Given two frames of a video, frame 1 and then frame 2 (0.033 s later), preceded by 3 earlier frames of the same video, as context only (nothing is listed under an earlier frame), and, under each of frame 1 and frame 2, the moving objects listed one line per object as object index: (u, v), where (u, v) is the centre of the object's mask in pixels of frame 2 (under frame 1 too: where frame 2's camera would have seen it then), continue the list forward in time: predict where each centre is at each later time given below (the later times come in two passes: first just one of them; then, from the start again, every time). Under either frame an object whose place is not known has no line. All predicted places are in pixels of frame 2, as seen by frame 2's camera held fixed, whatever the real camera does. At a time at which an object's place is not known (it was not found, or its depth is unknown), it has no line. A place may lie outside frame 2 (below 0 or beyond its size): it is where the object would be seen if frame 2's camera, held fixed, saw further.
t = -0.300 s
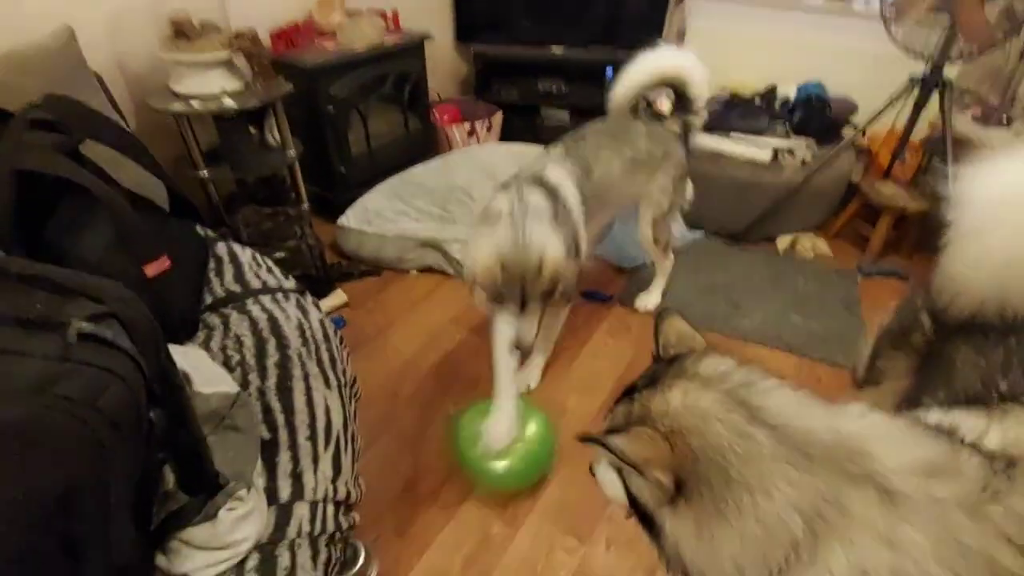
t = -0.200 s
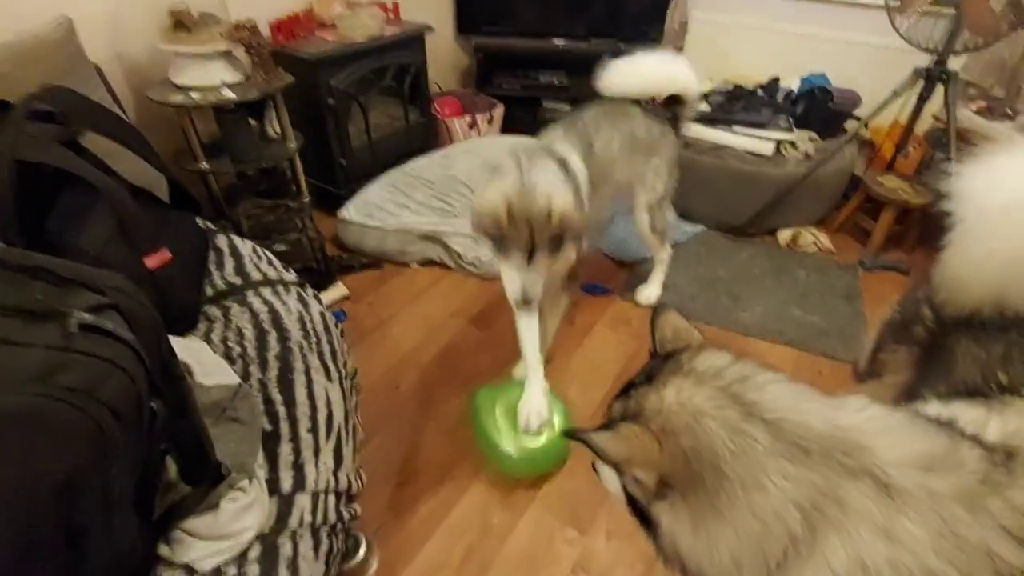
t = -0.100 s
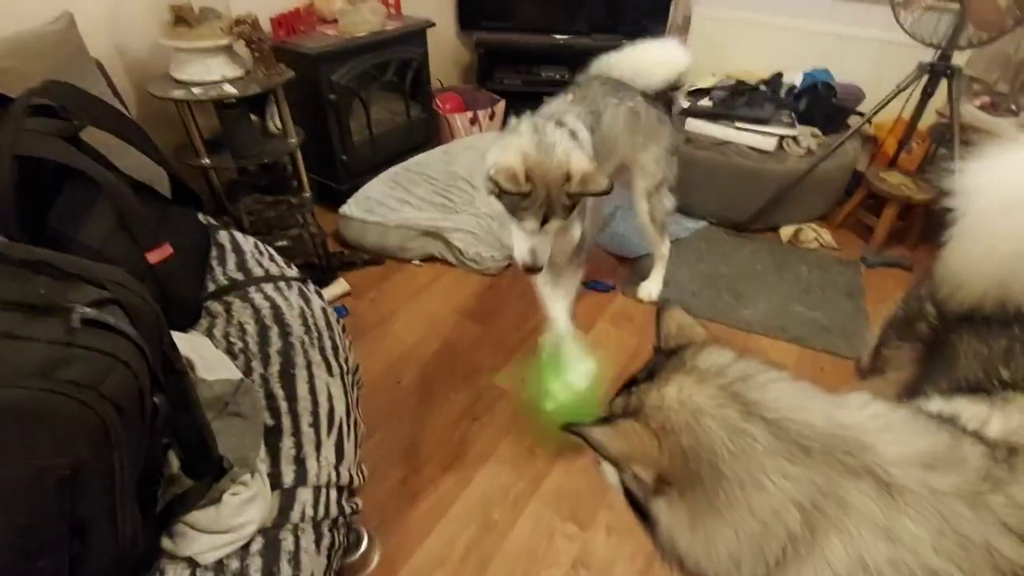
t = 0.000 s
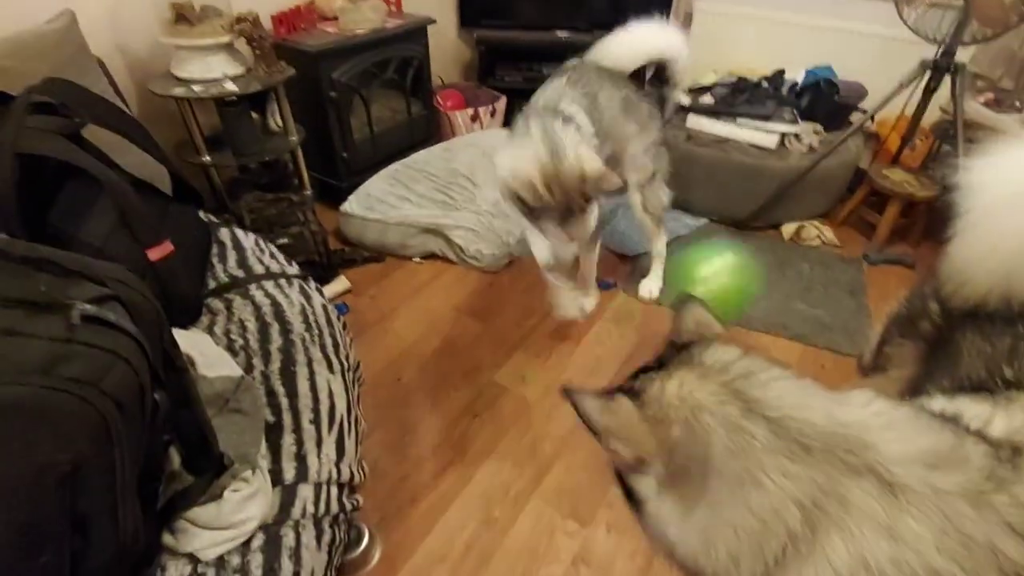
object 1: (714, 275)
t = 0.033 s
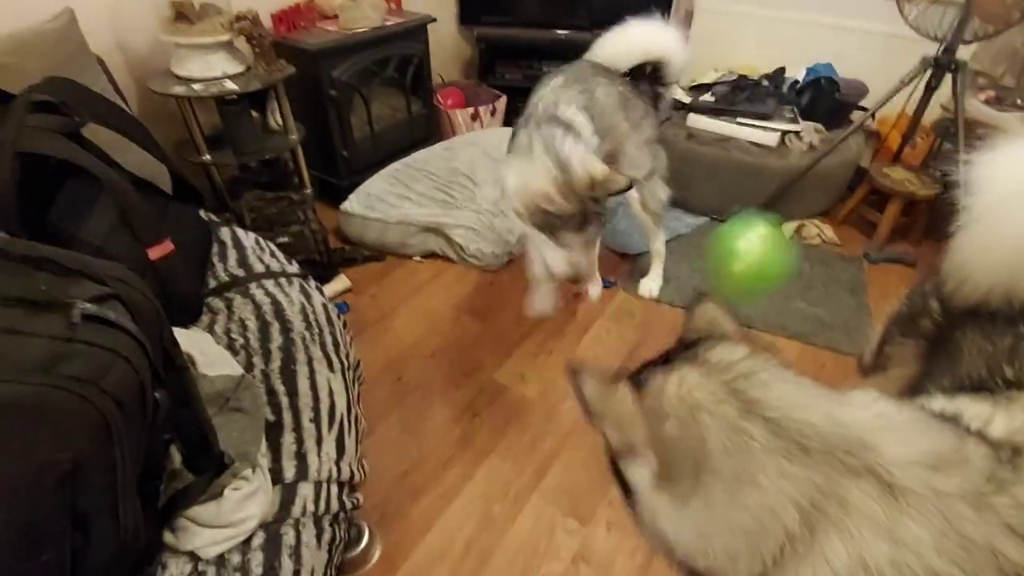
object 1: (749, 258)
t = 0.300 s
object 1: (841, 198)
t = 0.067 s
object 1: (780, 236)
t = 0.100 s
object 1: (801, 222)
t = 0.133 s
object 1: (815, 214)
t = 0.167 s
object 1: (824, 207)
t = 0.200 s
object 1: (832, 202)
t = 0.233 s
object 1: (836, 198)
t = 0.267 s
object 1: (840, 197)
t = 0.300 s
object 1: (841, 198)
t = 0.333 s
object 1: (842, 199)
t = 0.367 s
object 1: (842, 203)
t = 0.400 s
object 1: (841, 206)
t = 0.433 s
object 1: (840, 210)
